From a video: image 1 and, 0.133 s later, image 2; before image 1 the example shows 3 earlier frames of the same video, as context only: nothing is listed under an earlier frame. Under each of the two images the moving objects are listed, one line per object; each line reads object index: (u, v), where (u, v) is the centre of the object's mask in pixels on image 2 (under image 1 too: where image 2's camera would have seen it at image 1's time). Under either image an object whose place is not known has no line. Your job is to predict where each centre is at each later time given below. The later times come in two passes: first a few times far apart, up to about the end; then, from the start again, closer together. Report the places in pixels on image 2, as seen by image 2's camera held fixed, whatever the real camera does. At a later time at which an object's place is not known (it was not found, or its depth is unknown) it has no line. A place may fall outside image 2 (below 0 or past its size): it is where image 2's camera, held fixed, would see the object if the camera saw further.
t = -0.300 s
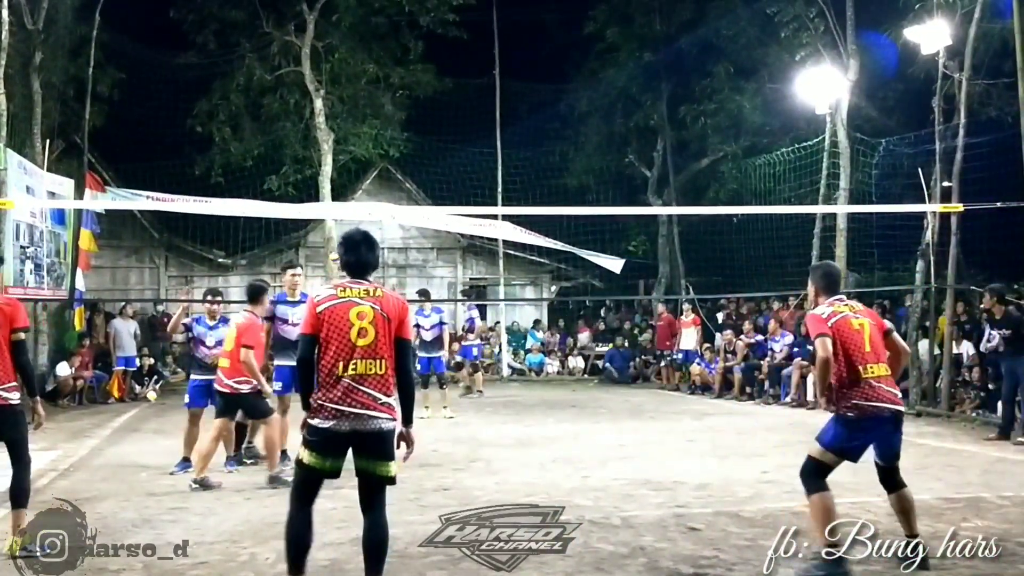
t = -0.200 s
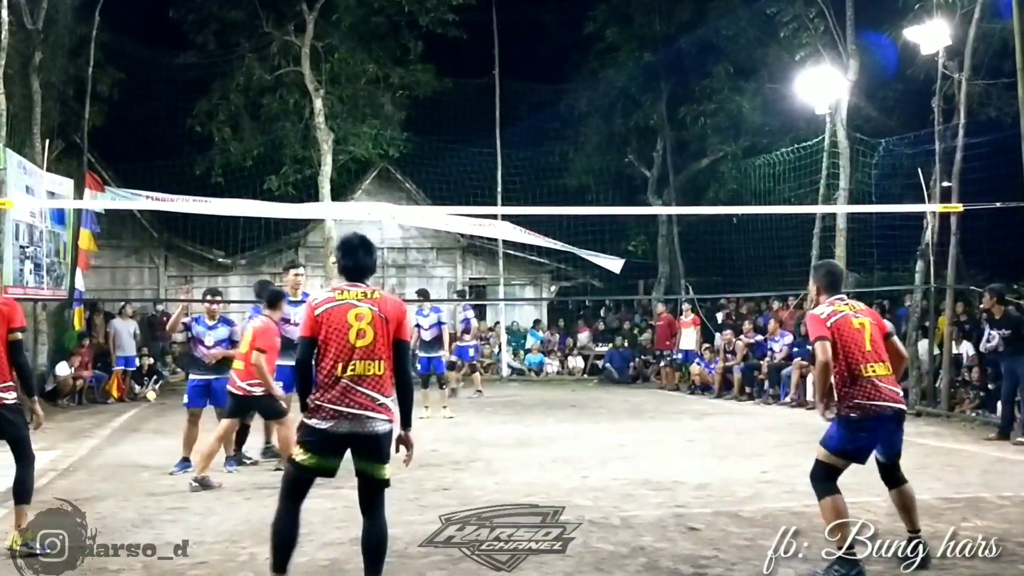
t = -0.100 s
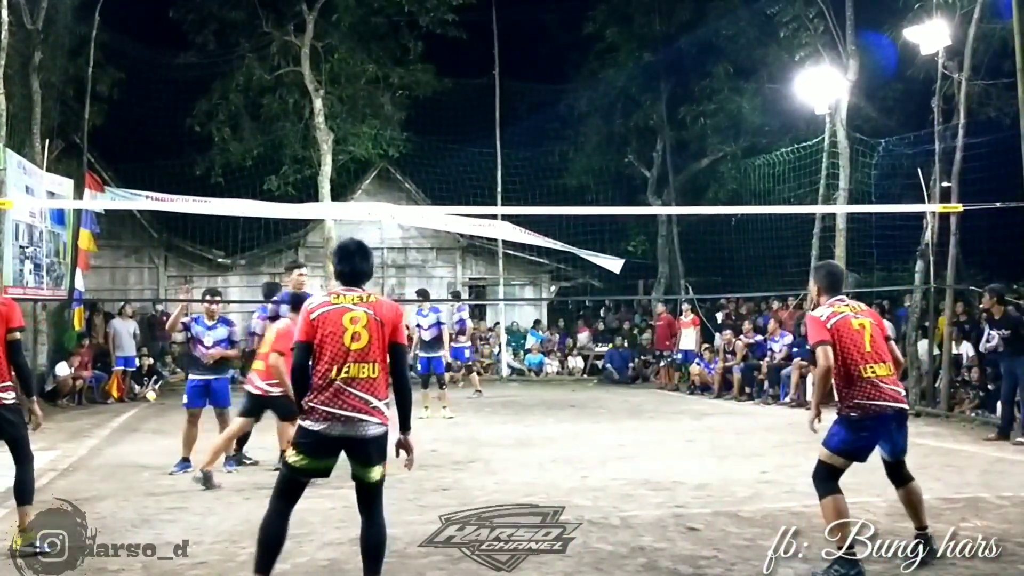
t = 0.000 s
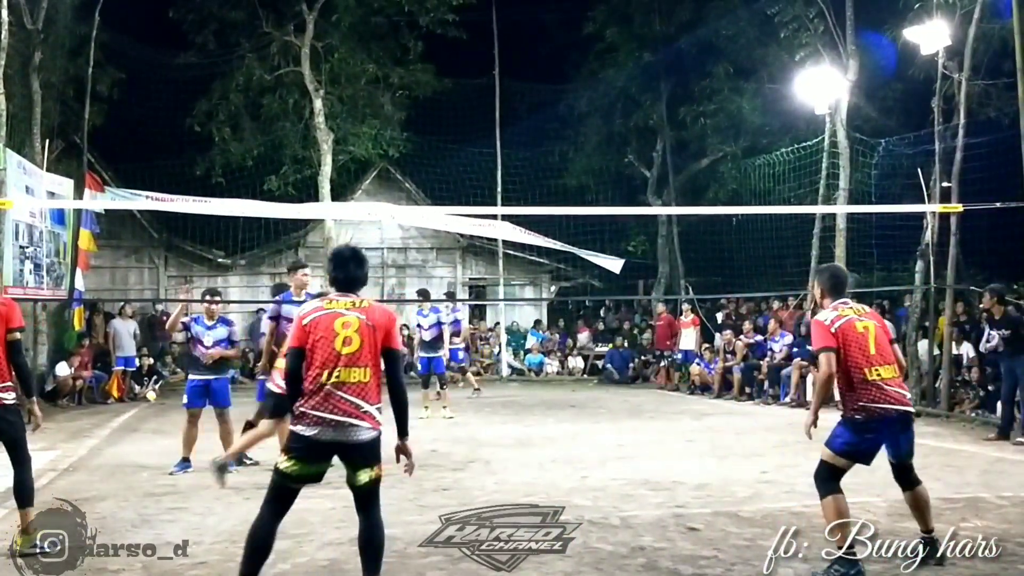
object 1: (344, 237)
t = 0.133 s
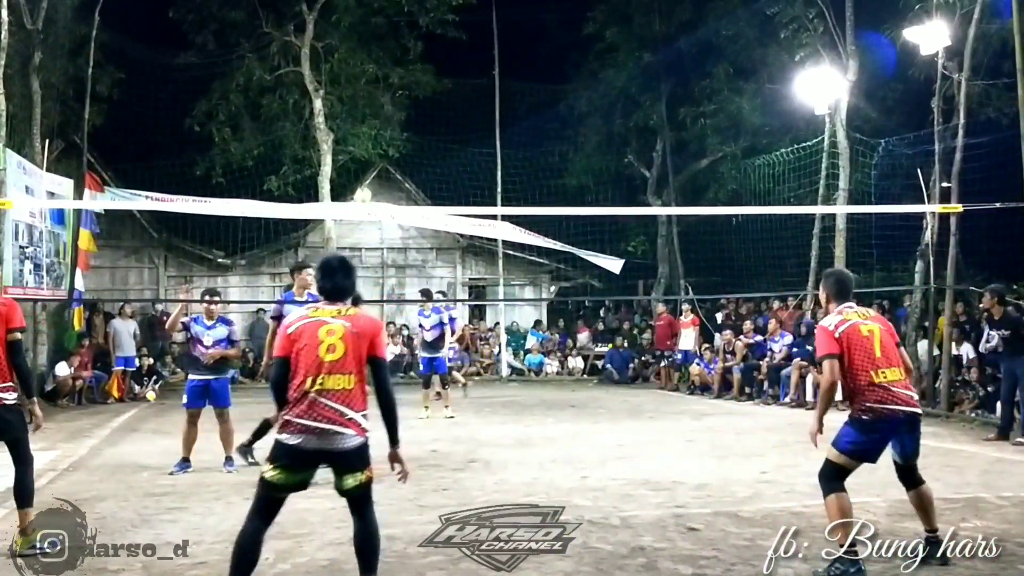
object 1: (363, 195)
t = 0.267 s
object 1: (384, 163)
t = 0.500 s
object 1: (427, 126)
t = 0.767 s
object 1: (497, 135)
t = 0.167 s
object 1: (367, 187)
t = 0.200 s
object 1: (372, 180)
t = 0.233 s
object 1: (378, 171)
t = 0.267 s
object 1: (384, 163)
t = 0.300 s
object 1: (390, 156)
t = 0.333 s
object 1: (396, 149)
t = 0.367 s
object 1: (402, 143)
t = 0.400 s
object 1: (408, 138)
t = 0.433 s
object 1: (414, 134)
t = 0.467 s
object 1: (420, 130)
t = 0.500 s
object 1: (427, 126)
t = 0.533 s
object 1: (434, 123)
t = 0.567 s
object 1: (441, 121)
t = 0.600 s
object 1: (448, 120)
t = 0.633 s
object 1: (457, 120)
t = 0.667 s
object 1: (466, 121)
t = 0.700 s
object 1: (475, 123)
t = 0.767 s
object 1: (497, 135)
